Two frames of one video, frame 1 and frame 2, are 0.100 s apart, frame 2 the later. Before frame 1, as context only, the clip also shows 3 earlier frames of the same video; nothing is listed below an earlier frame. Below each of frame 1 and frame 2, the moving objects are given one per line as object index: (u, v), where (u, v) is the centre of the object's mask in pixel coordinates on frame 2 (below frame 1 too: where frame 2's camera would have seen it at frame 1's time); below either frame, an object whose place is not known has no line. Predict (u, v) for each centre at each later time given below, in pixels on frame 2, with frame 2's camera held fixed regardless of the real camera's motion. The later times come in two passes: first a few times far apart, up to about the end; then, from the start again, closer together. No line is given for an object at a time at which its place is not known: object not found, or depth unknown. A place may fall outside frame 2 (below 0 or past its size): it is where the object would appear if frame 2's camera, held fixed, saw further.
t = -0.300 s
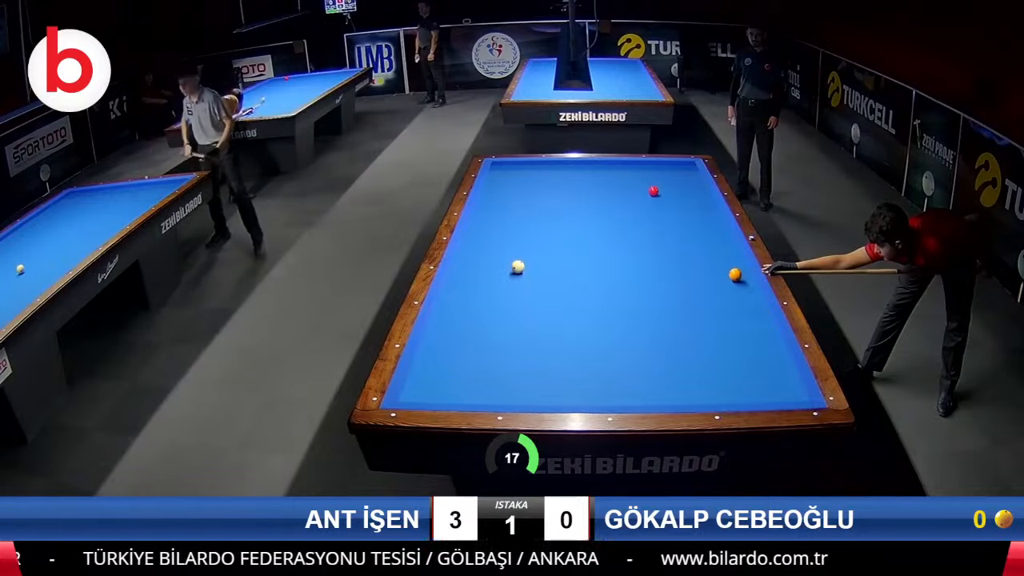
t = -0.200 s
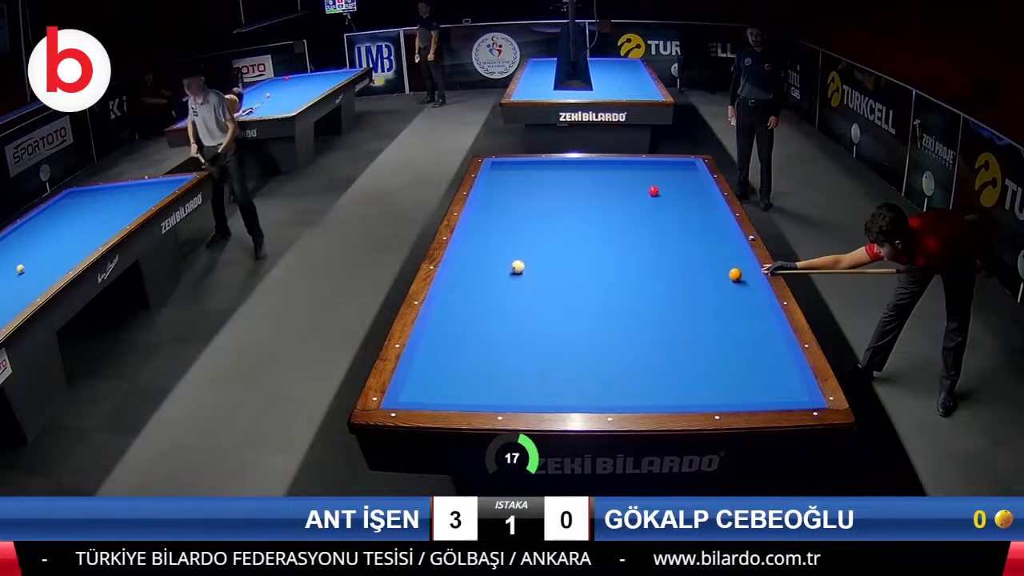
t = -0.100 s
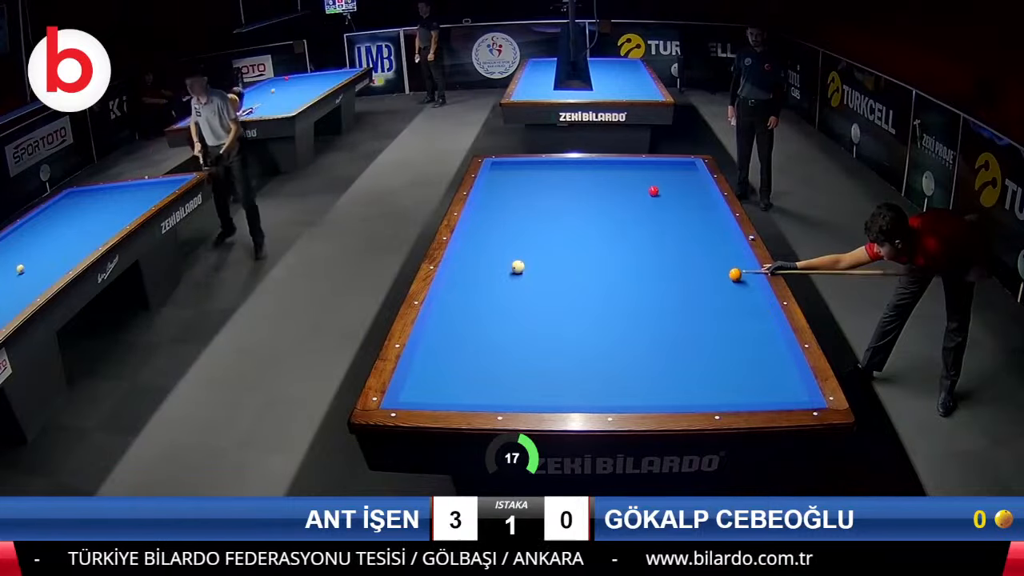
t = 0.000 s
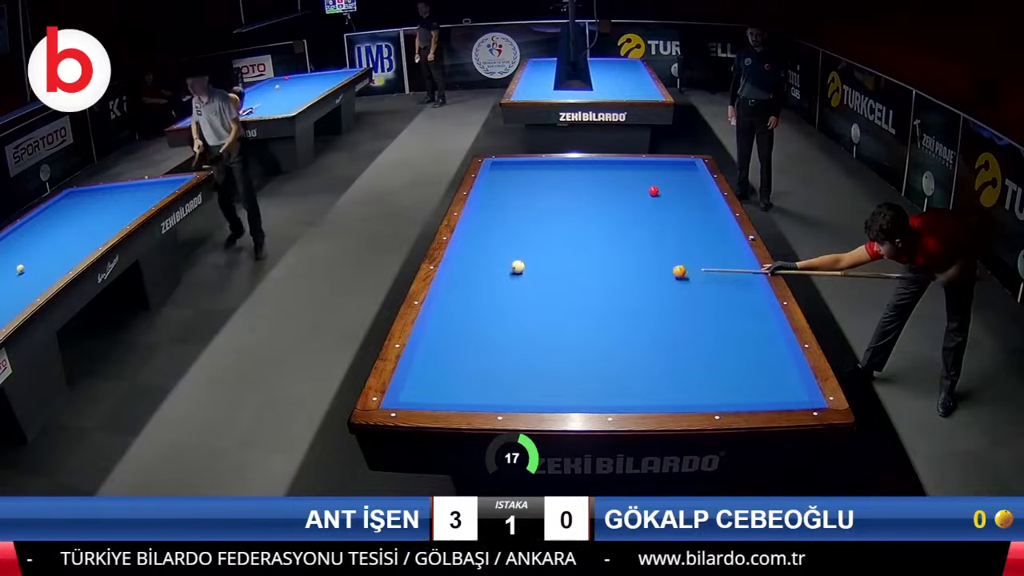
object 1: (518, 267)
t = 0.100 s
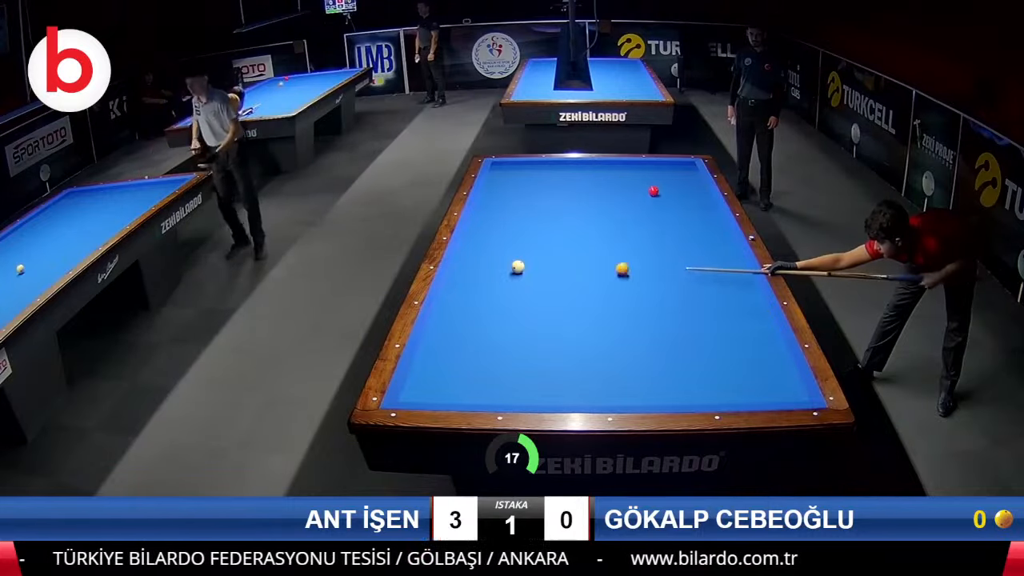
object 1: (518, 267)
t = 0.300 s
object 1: (501, 270)
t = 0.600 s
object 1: (498, 287)
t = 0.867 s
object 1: (558, 297)
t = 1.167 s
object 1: (626, 307)
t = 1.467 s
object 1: (695, 319)
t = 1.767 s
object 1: (764, 330)
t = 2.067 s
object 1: (737, 335)
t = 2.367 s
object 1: (704, 339)
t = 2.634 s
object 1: (673, 343)
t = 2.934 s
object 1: (639, 349)
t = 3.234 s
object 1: (604, 353)
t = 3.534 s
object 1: (570, 357)
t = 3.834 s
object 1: (535, 361)
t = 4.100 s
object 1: (505, 364)
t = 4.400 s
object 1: (472, 368)
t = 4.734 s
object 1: (438, 371)
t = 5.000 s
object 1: (421, 373)
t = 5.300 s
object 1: (437, 376)
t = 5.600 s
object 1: (452, 379)
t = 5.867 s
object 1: (465, 380)
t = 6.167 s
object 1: (479, 383)
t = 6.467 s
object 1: (492, 385)
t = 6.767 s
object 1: (504, 386)
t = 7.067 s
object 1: (515, 388)
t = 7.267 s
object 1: (522, 389)
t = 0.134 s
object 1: (518, 267)
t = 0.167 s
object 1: (518, 267)
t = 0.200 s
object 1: (518, 267)
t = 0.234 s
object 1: (518, 267)
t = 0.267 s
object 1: (516, 267)
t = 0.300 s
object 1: (501, 270)
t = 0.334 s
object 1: (486, 273)
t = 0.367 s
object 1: (472, 276)
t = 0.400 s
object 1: (458, 278)
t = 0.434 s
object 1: (454, 280)
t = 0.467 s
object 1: (464, 282)
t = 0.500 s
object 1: (473, 283)
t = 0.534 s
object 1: (481, 285)
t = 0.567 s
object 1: (490, 286)
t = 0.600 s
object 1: (498, 287)
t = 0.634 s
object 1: (506, 289)
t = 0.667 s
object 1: (514, 290)
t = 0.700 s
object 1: (521, 291)
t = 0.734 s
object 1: (528, 292)
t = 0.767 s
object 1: (535, 293)
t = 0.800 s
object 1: (543, 294)
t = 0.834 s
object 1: (550, 296)
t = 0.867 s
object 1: (558, 297)
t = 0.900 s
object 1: (565, 298)
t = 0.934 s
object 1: (573, 299)
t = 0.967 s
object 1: (580, 300)
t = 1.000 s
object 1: (588, 301)
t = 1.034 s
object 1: (595, 303)
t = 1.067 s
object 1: (603, 304)
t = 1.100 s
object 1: (611, 305)
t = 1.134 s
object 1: (618, 306)
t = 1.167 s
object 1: (626, 307)
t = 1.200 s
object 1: (634, 309)
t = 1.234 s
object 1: (642, 310)
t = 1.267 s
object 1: (649, 311)
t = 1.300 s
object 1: (657, 312)
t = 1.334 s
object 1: (665, 314)
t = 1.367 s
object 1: (672, 315)
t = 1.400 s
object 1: (680, 316)
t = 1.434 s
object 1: (688, 317)
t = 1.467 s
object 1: (695, 319)
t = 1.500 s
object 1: (703, 320)
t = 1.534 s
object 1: (711, 321)
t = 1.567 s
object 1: (719, 323)
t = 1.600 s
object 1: (726, 324)
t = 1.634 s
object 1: (734, 325)
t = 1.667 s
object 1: (742, 326)
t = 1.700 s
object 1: (749, 328)
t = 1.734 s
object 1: (757, 329)
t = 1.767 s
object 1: (764, 330)
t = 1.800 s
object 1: (772, 331)
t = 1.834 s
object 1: (767, 331)
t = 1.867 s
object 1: (762, 332)
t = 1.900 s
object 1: (757, 332)
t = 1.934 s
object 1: (752, 333)
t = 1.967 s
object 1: (748, 333)
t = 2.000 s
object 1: (745, 334)
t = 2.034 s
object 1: (741, 334)
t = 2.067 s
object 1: (737, 335)
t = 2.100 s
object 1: (734, 336)
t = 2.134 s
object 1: (730, 336)
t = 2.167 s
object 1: (726, 336)
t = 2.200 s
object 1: (723, 337)
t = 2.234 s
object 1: (719, 338)
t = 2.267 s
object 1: (715, 338)
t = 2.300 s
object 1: (711, 338)
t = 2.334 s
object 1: (708, 339)
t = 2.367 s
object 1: (704, 339)
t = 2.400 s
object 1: (700, 340)
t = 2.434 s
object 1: (696, 340)
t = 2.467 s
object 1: (693, 341)
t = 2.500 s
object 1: (689, 341)
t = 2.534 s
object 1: (685, 342)
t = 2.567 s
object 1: (681, 342)
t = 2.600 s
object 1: (677, 343)
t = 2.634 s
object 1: (673, 343)
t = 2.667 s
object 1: (670, 344)
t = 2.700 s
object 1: (666, 344)
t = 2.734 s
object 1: (662, 345)
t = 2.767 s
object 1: (658, 346)
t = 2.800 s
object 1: (655, 346)
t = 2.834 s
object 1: (650, 347)
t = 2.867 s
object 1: (647, 347)
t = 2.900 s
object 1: (643, 348)
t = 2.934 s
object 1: (639, 349)
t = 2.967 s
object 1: (635, 349)
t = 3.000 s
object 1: (631, 349)
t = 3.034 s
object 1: (627, 350)
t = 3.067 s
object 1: (624, 350)
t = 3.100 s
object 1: (620, 351)
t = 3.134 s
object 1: (616, 351)
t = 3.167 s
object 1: (612, 352)
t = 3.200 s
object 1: (608, 352)
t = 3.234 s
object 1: (604, 353)
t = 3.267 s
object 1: (600, 353)
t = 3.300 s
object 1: (597, 354)
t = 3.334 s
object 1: (593, 354)
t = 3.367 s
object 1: (589, 355)
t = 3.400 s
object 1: (585, 355)
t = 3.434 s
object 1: (581, 355)
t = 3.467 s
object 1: (577, 356)
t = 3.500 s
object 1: (574, 356)
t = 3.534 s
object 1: (570, 357)
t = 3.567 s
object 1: (566, 357)
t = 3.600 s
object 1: (562, 358)
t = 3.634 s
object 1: (558, 358)
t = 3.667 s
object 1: (554, 359)
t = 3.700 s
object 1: (550, 359)
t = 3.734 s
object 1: (546, 359)
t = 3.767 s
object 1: (543, 360)
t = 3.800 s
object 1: (539, 360)
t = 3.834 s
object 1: (535, 361)
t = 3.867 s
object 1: (532, 361)
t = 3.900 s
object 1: (528, 362)
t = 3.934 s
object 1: (524, 362)
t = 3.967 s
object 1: (520, 362)
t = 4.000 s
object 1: (516, 363)
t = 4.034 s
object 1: (512, 363)
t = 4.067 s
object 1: (509, 364)
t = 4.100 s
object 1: (505, 364)
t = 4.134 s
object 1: (502, 364)
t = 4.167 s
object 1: (498, 365)
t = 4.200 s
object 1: (494, 365)
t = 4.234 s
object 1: (491, 366)
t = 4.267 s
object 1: (487, 366)
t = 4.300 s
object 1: (483, 366)
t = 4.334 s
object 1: (480, 367)
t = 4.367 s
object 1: (476, 367)
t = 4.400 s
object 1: (472, 368)
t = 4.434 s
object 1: (469, 368)
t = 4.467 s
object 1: (465, 368)
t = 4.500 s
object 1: (462, 368)
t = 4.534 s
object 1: (458, 369)
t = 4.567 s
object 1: (455, 369)
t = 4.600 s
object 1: (451, 369)
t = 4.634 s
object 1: (448, 370)
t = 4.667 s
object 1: (444, 370)
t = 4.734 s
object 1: (438, 371)
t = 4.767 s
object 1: (434, 371)
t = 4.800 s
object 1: (431, 371)
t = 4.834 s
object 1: (427, 372)
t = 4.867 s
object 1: (424, 372)
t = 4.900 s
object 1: (420, 373)
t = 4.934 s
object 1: (418, 373)
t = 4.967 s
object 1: (420, 373)
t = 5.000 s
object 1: (421, 373)
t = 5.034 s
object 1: (423, 374)
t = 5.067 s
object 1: (425, 374)
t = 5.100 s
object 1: (427, 374)
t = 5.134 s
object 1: (429, 375)
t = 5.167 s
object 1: (431, 375)
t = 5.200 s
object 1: (432, 375)
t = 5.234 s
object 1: (434, 375)
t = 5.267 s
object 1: (436, 376)
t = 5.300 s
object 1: (437, 376)
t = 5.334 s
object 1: (439, 376)
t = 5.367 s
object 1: (441, 376)
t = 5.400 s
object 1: (443, 377)
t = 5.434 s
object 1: (444, 377)
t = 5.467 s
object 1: (445, 377)
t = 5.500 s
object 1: (447, 378)
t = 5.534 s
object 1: (449, 378)
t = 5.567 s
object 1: (451, 378)
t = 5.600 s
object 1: (452, 379)
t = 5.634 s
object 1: (454, 379)
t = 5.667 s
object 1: (456, 379)
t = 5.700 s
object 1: (457, 379)
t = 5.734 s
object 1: (459, 379)
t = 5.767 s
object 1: (460, 380)
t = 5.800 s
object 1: (462, 380)
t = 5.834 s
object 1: (463, 380)
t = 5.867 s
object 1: (465, 380)
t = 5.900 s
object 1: (467, 381)
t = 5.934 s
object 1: (468, 381)
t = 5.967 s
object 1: (470, 381)
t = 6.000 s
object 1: (471, 381)
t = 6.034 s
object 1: (473, 382)
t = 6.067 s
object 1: (475, 382)
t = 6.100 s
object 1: (476, 382)
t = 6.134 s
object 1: (477, 382)
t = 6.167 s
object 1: (479, 383)
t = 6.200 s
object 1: (480, 383)
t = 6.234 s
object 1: (482, 383)
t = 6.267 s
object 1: (483, 383)
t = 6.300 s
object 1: (485, 383)
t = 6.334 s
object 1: (486, 384)
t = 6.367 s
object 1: (488, 384)
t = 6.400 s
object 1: (489, 384)
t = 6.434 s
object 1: (491, 384)
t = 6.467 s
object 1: (492, 385)
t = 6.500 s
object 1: (493, 385)
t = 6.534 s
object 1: (495, 385)
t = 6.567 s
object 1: (496, 385)
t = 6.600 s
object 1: (497, 386)
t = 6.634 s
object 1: (499, 386)
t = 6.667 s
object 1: (500, 386)
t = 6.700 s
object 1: (501, 386)
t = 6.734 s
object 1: (502, 386)
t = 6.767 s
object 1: (504, 386)
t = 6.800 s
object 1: (505, 387)
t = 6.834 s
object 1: (506, 387)
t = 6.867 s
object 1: (508, 387)
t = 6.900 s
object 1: (509, 387)
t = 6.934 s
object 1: (510, 387)
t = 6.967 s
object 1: (511, 387)
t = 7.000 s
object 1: (513, 388)
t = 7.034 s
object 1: (514, 388)
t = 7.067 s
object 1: (515, 388)
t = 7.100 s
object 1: (516, 388)
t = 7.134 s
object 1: (517, 388)
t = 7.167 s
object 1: (519, 389)
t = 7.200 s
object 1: (520, 389)
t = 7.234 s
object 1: (521, 389)
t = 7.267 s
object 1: (522, 389)
